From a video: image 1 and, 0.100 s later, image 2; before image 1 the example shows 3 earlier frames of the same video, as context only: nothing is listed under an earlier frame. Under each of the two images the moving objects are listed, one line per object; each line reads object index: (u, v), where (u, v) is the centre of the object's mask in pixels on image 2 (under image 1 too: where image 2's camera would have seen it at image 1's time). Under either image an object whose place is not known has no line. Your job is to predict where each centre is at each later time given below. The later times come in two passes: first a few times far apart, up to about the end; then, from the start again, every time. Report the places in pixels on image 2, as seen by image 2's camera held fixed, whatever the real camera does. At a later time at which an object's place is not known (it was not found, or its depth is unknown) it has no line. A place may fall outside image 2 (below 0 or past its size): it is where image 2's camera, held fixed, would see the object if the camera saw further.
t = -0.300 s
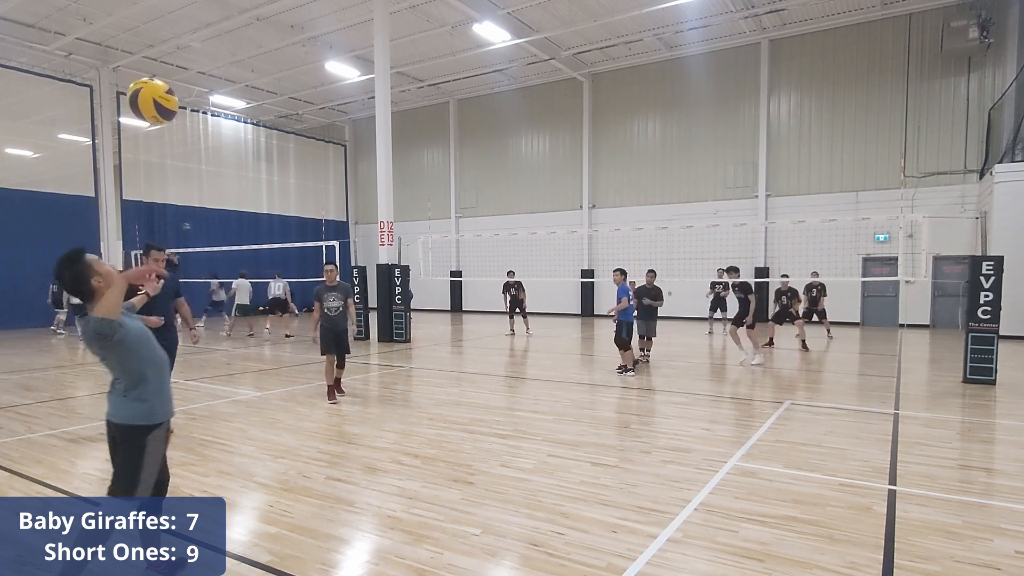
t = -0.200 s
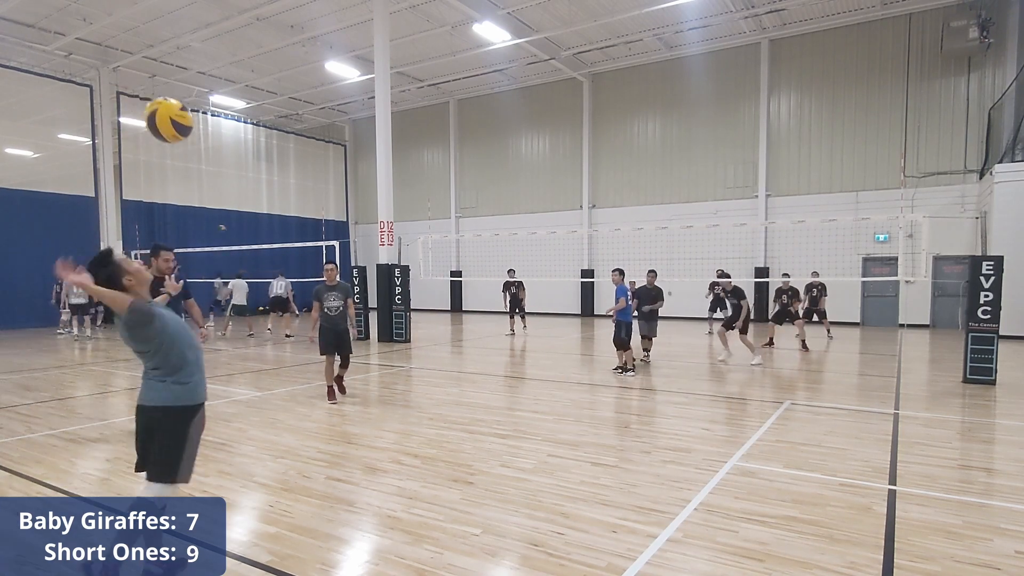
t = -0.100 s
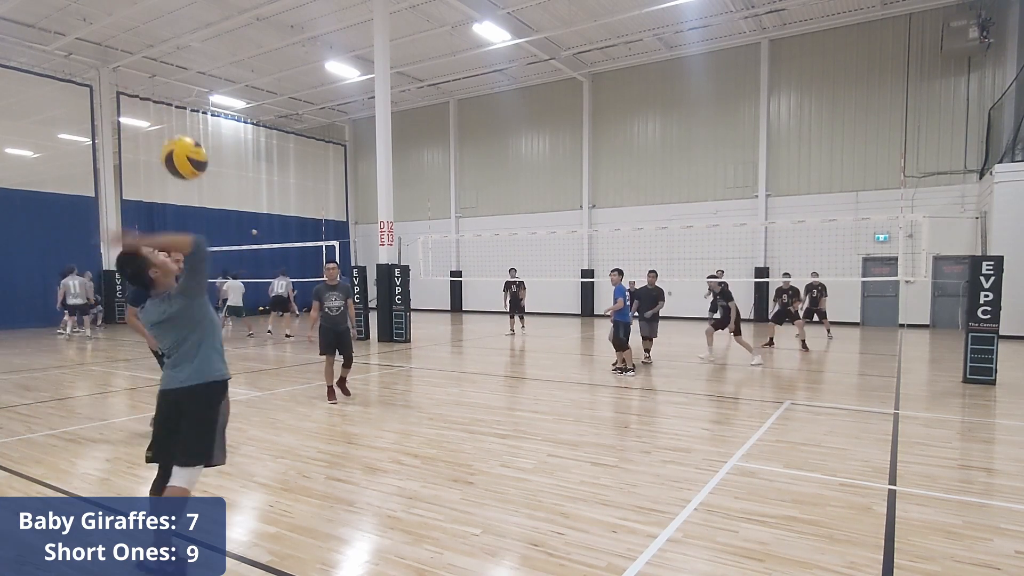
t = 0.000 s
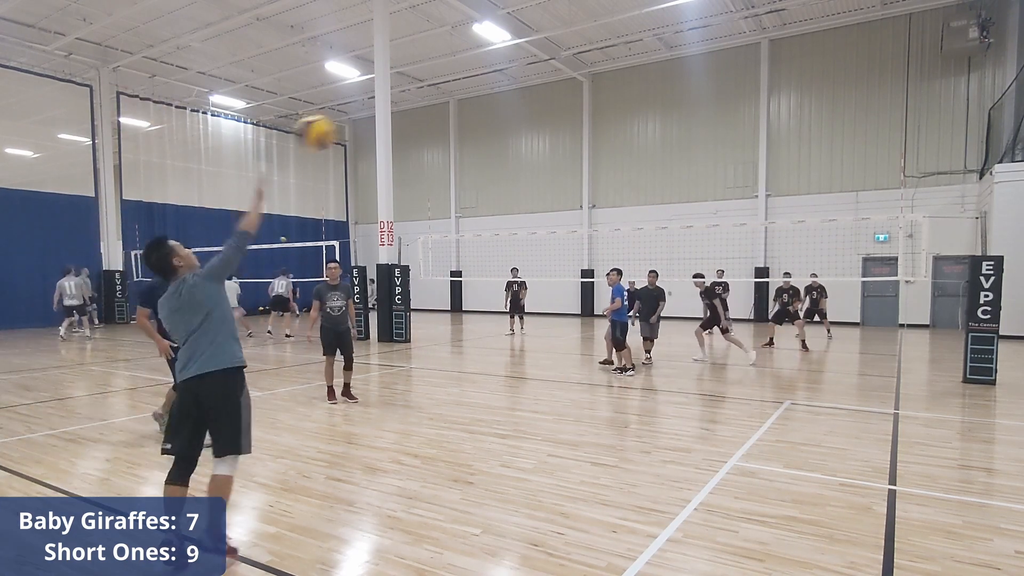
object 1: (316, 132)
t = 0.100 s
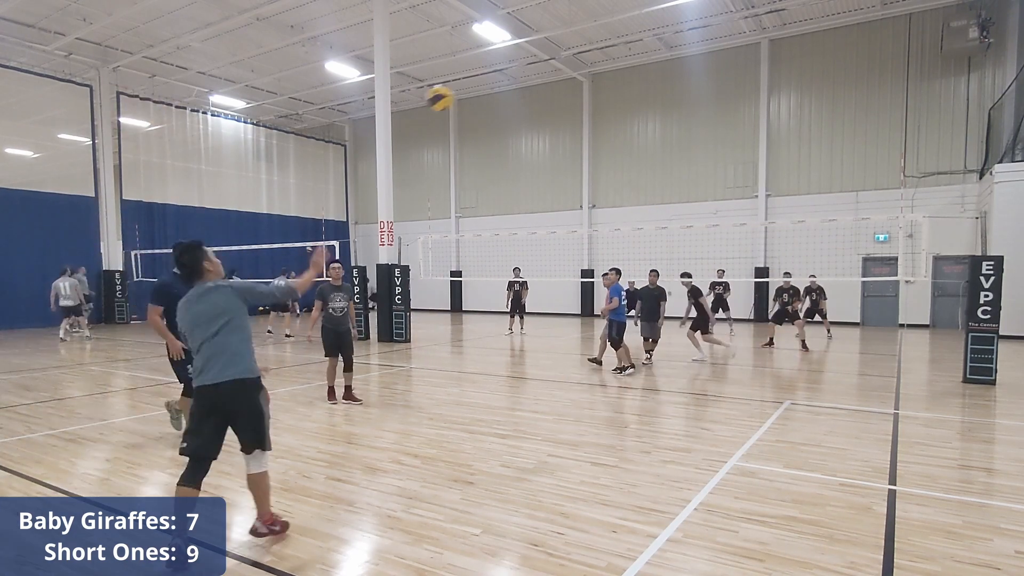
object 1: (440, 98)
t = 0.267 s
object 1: (554, 84)
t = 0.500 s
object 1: (637, 97)
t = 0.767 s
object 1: (688, 139)
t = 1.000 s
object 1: (714, 187)
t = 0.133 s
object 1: (470, 92)
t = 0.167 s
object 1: (495, 87)
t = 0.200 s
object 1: (517, 86)
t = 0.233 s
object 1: (536, 84)
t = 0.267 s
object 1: (554, 84)
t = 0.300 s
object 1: (570, 85)
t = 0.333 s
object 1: (584, 86)
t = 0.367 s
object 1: (597, 87)
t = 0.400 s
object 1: (608, 89)
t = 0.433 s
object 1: (618, 91)
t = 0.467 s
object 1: (628, 94)
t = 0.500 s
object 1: (637, 97)
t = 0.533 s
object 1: (645, 101)
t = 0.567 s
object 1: (653, 105)
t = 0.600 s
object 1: (660, 110)
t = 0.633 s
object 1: (666, 115)
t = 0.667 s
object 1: (672, 121)
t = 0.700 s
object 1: (678, 127)
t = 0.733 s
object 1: (684, 133)
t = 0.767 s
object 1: (688, 139)
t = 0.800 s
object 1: (693, 146)
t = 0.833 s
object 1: (697, 152)
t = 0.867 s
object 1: (701, 159)
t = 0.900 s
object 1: (705, 166)
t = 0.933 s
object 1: (708, 172)
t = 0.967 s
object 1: (711, 179)
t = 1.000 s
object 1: (714, 187)
